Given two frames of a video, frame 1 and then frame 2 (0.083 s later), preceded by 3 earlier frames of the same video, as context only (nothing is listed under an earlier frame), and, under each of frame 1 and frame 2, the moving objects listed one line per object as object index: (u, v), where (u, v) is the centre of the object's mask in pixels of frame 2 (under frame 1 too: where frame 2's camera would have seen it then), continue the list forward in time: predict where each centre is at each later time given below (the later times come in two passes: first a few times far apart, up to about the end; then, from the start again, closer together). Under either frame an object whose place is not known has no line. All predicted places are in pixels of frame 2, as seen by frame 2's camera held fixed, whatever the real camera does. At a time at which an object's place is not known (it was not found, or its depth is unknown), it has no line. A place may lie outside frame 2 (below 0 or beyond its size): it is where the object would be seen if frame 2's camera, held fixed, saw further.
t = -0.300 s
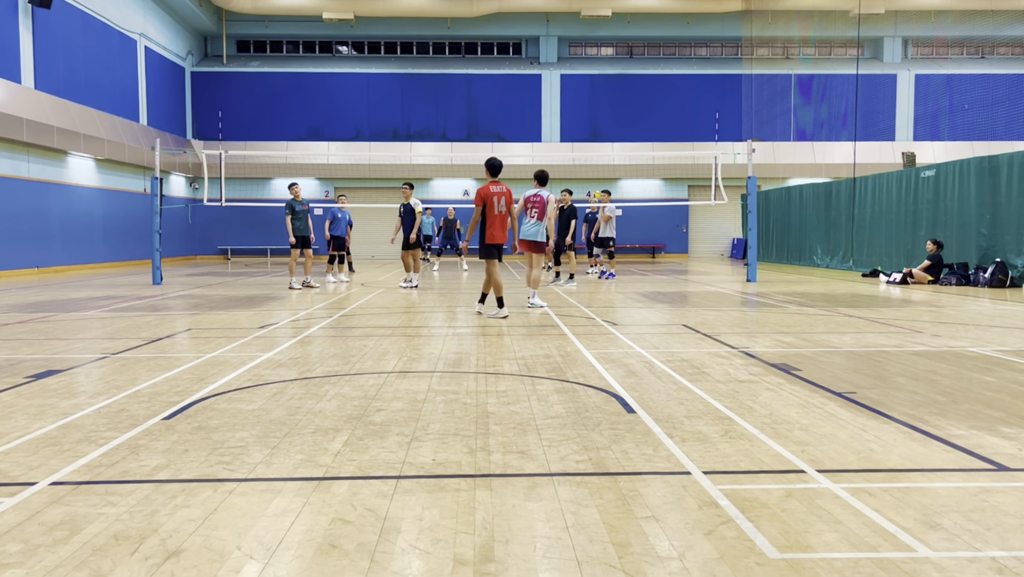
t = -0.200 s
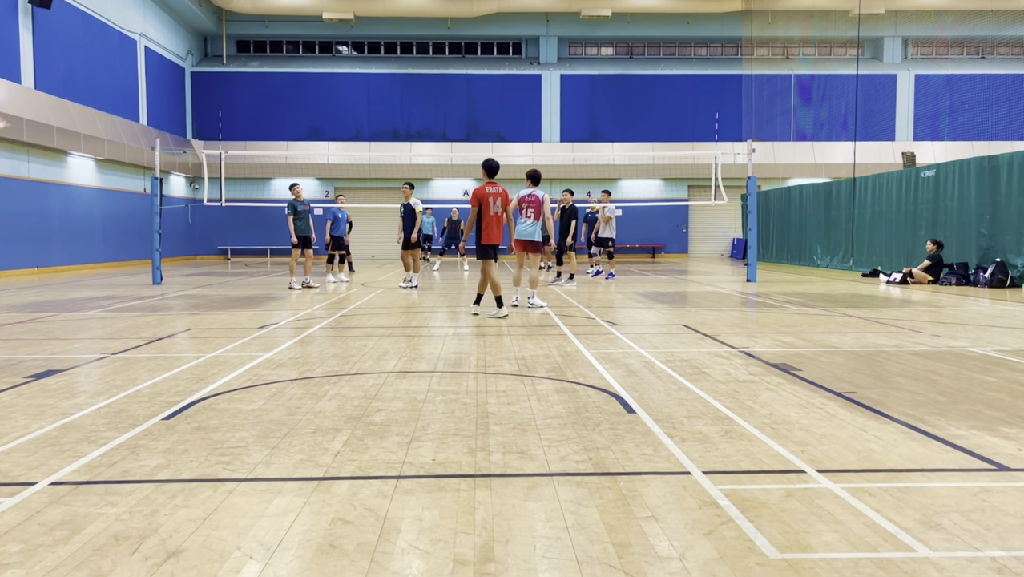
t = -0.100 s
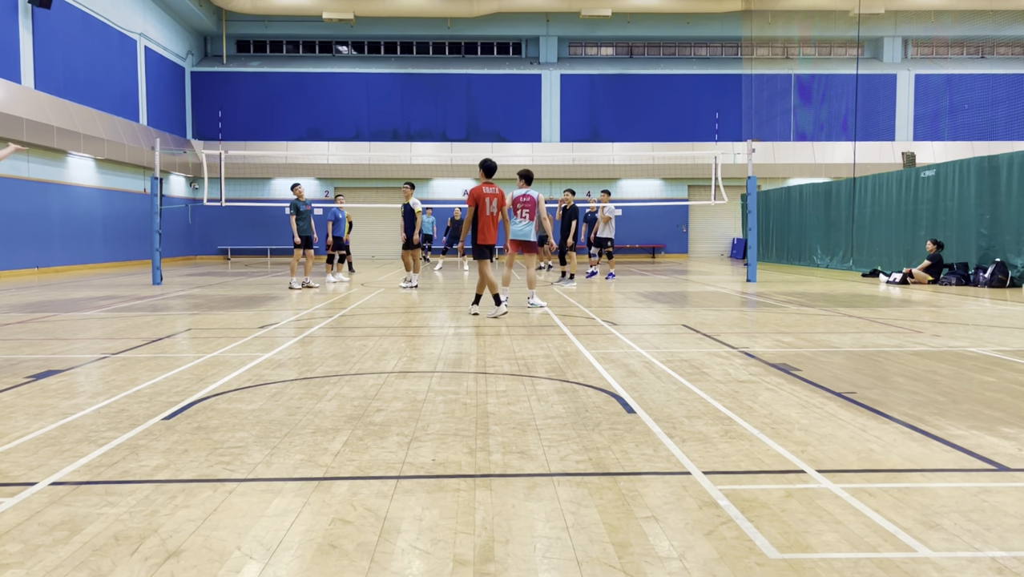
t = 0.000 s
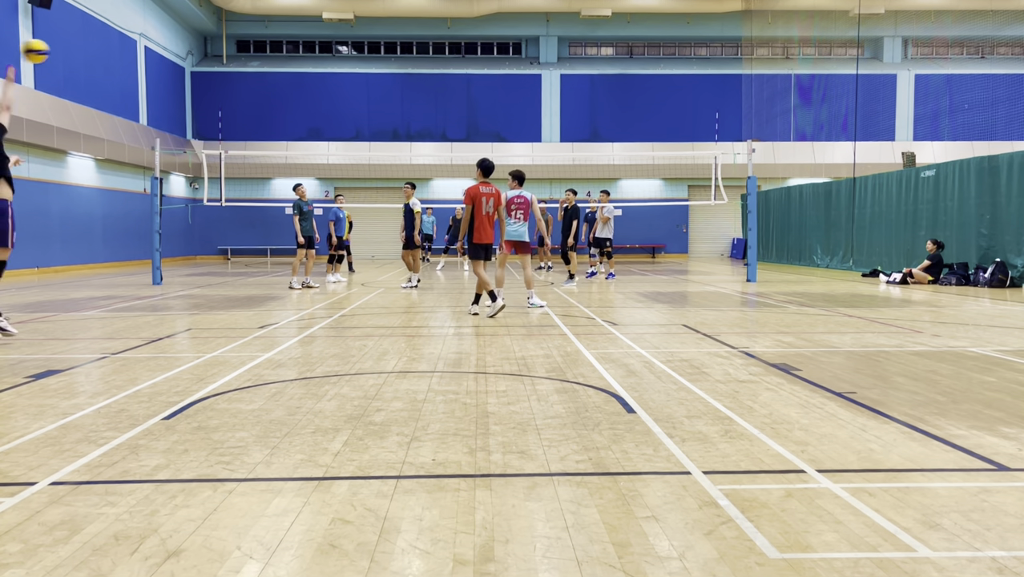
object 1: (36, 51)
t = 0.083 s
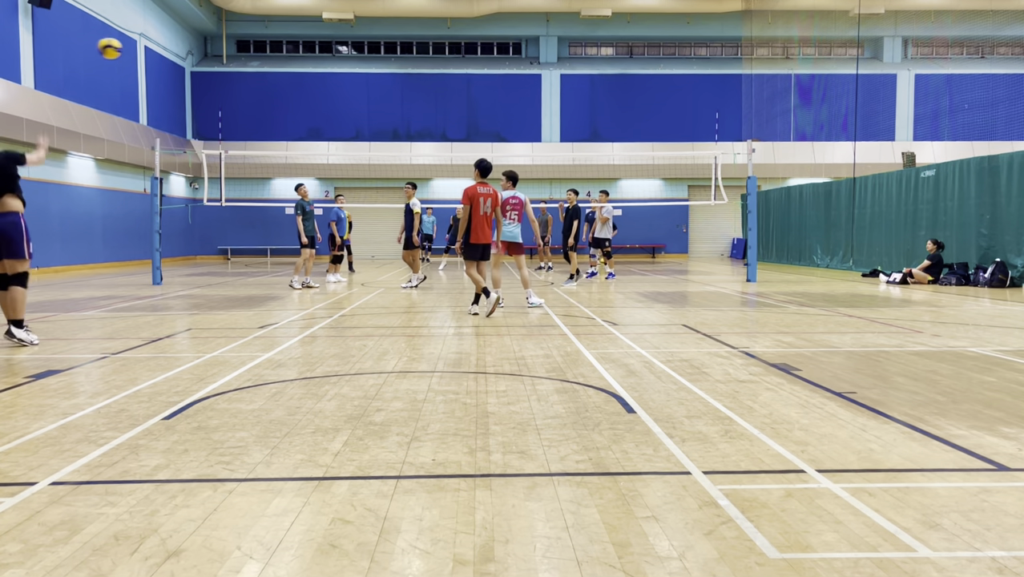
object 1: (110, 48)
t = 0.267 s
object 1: (216, 63)
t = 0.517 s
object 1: (292, 107)
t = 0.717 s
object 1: (321, 149)
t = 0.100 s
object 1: (123, 49)
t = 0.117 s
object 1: (134, 49)
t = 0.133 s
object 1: (145, 50)
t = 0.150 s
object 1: (156, 51)
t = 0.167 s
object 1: (166, 52)
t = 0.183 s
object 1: (177, 54)
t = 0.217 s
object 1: (194, 57)
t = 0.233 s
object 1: (202, 59)
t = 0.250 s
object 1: (209, 61)
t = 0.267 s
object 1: (216, 63)
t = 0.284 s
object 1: (223, 65)
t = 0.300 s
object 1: (229, 68)
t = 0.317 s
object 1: (236, 71)
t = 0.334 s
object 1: (242, 73)
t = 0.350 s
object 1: (248, 76)
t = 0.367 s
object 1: (253, 79)
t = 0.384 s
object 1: (258, 82)
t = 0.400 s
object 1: (263, 85)
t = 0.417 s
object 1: (268, 88)
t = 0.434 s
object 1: (272, 91)
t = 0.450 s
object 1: (277, 94)
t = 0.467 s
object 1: (281, 97)
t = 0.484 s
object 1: (284, 100)
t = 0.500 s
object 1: (288, 104)
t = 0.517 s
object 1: (292, 107)
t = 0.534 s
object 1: (295, 110)
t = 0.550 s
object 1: (298, 114)
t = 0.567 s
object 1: (301, 117)
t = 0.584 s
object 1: (304, 121)
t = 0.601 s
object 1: (307, 125)
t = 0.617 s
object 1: (309, 128)
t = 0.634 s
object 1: (312, 132)
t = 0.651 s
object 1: (314, 135)
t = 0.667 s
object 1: (316, 139)
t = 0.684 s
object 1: (318, 143)
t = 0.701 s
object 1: (320, 147)
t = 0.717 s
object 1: (321, 149)
